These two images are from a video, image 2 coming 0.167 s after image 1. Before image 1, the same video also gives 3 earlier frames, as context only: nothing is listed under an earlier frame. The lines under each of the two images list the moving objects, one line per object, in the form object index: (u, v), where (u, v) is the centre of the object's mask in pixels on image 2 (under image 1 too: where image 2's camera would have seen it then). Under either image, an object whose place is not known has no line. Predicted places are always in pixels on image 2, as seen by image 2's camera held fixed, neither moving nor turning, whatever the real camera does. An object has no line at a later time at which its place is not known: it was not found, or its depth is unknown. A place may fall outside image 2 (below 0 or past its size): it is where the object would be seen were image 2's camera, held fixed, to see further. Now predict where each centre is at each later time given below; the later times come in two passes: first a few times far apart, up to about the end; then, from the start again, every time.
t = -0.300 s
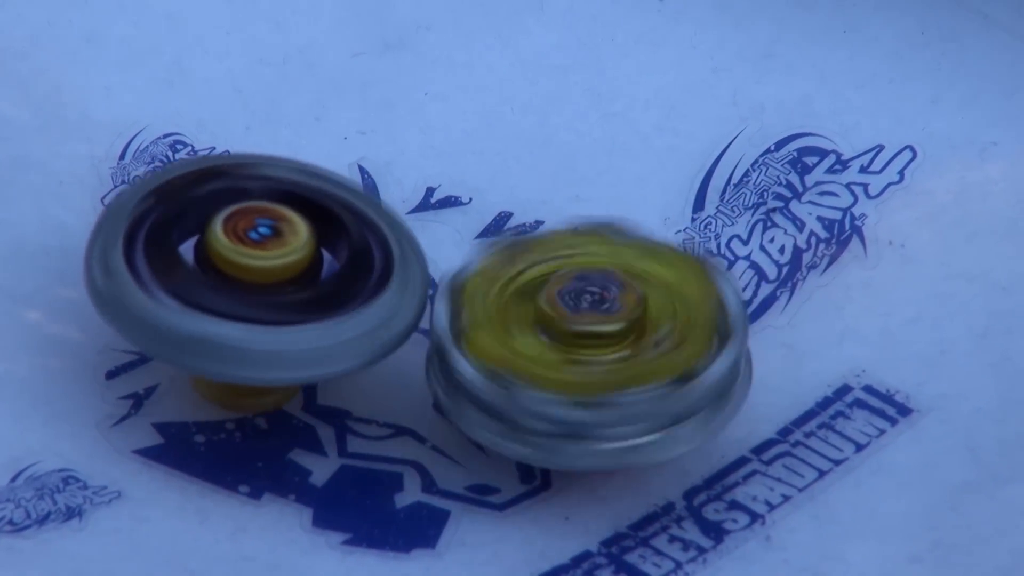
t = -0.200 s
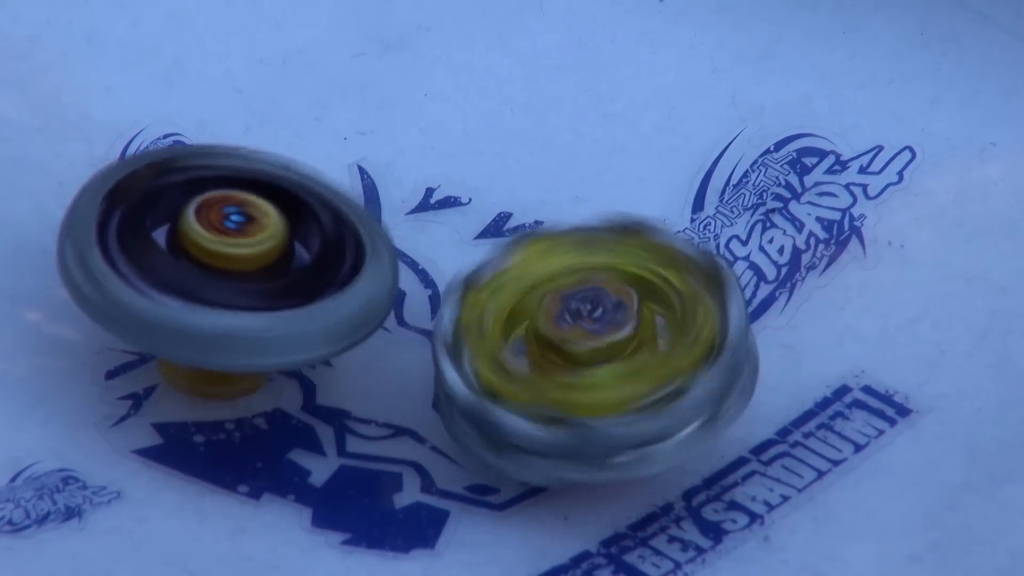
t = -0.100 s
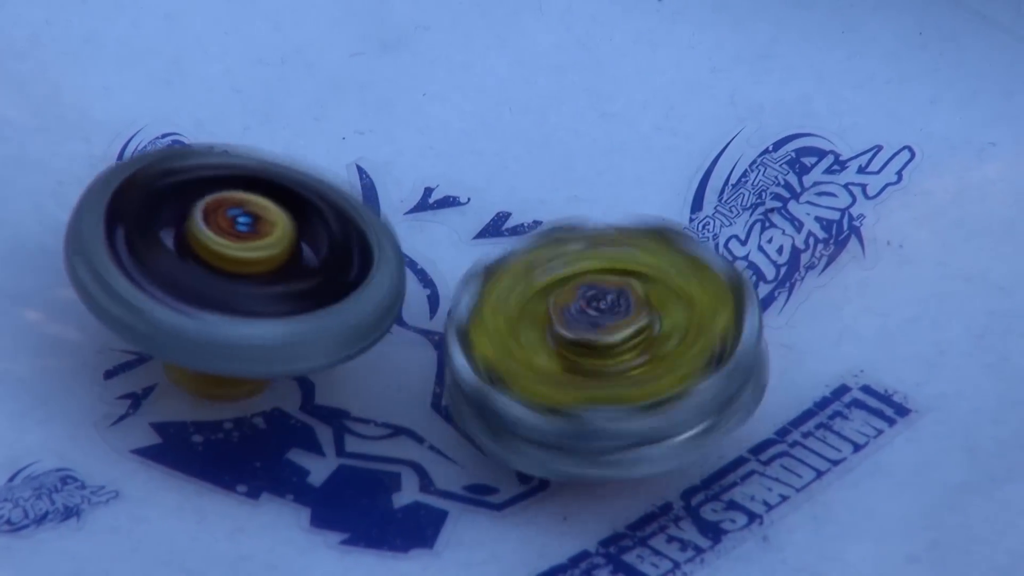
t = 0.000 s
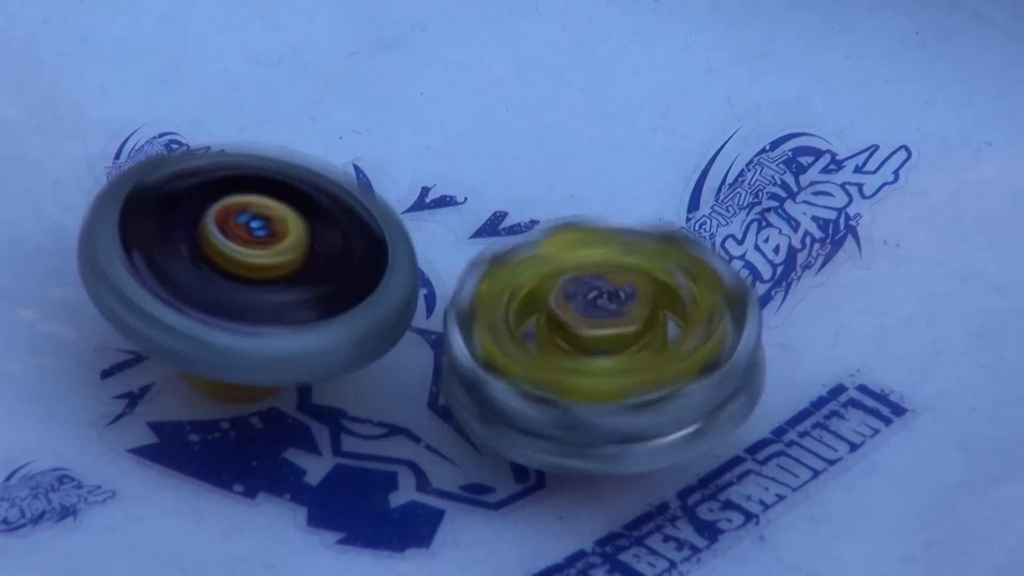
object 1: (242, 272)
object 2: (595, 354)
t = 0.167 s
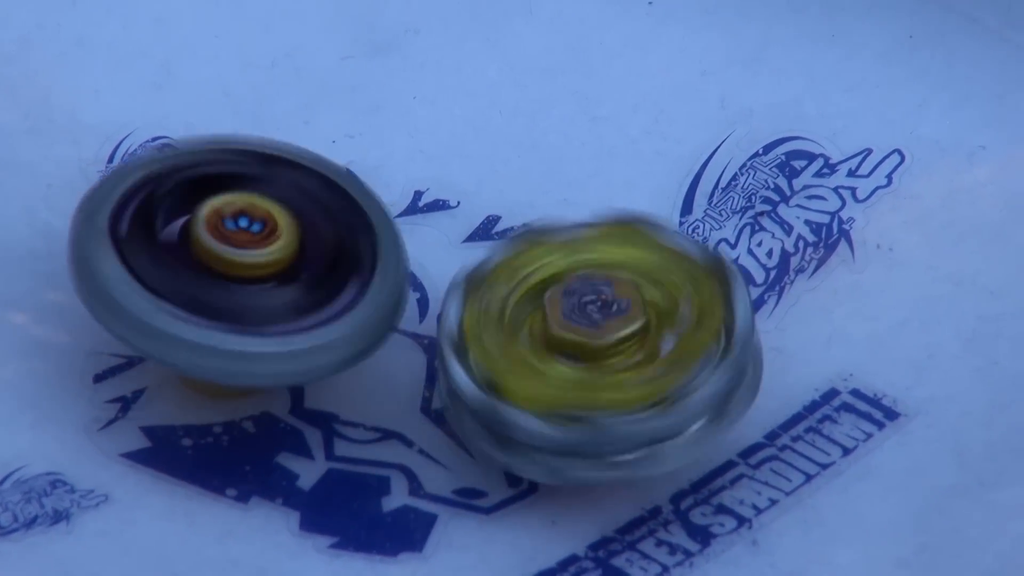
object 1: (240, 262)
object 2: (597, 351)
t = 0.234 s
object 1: (252, 261)
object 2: (613, 347)
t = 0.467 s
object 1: (275, 248)
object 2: (622, 346)
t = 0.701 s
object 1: (308, 243)
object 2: (642, 368)
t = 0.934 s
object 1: (268, 213)
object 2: (675, 406)
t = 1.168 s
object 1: (250, 207)
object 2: (636, 410)
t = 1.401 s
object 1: (265, 229)
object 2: (574, 355)
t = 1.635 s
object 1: (219, 206)
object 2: (584, 317)
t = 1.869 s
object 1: (238, 232)
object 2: (599, 294)
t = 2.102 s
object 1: (256, 257)
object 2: (597, 295)
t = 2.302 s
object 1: (243, 272)
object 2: (596, 299)
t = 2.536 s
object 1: (226, 289)
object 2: (595, 318)
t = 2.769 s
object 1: (228, 297)
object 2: (566, 315)
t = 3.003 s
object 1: (247, 300)
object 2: (602, 321)
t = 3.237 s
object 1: (262, 297)
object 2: (603, 312)
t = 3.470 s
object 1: (273, 301)
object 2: (608, 323)
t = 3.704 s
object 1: (229, 275)
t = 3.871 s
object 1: (268, 282)
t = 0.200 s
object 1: (245, 261)
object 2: (602, 343)
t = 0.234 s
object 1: (252, 261)
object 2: (613, 347)
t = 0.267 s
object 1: (260, 261)
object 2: (607, 347)
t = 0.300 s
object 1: (268, 261)
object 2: (604, 340)
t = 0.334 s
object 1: (277, 261)
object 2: (611, 338)
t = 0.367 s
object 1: (286, 261)
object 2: (610, 341)
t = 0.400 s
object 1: (280, 257)
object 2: (618, 349)
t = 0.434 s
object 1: (270, 250)
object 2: (617, 352)
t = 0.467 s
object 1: (275, 248)
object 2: (622, 346)
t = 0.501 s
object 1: (285, 249)
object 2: (634, 348)
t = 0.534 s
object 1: (294, 250)
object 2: (634, 352)
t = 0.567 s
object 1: (304, 251)
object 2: (632, 352)
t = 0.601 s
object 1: (314, 252)
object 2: (638, 351)
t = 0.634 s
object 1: (316, 250)
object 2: (643, 358)
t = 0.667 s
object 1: (322, 252)
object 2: (638, 363)
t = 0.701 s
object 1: (308, 243)
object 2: (642, 368)
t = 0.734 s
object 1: (307, 242)
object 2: (643, 369)
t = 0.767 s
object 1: (312, 245)
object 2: (648, 371)
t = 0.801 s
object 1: (318, 247)
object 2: (648, 374)
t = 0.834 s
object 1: (325, 249)
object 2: (644, 376)
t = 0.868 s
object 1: (331, 253)
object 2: (638, 376)
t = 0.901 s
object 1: (308, 237)
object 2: (666, 391)
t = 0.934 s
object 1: (268, 213)
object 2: (675, 406)
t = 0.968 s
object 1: (246, 198)
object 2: (671, 416)
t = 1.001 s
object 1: (238, 191)
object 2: (668, 417)
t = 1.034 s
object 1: (238, 191)
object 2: (665, 417)
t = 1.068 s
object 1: (240, 193)
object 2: (662, 418)
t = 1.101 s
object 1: (242, 196)
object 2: (657, 418)
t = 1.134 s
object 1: (245, 201)
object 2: (646, 417)
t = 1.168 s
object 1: (250, 207)
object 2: (636, 410)
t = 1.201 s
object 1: (256, 211)
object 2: (627, 406)
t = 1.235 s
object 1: (260, 214)
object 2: (620, 401)
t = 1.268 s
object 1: (264, 217)
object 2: (614, 394)
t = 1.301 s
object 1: (267, 221)
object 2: (602, 386)
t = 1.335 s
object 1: (270, 226)
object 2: (591, 375)
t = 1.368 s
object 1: (275, 232)
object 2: (576, 360)
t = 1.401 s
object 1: (265, 229)
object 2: (574, 355)
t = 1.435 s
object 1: (262, 226)
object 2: (569, 349)
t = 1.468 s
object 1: (262, 227)
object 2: (567, 341)
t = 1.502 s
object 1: (235, 216)
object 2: (581, 342)
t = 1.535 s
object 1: (220, 205)
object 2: (580, 340)
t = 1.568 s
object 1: (217, 202)
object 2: (577, 333)
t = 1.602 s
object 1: (219, 204)
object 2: (579, 324)
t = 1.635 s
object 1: (219, 206)
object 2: (584, 317)
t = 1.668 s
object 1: (221, 210)
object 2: (590, 311)
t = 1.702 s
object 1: (224, 214)
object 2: (593, 309)
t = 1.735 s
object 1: (227, 216)
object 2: (593, 304)
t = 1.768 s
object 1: (229, 219)
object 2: (596, 298)
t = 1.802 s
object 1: (230, 222)
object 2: (600, 296)
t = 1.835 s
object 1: (233, 227)
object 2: (601, 296)
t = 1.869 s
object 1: (238, 232)
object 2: (599, 294)
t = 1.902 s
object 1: (243, 235)
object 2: (598, 290)
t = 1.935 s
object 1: (248, 239)
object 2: (597, 288)
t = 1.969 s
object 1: (252, 245)
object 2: (598, 286)
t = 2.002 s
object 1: (258, 250)
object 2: (598, 287)
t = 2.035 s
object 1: (265, 252)
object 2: (596, 288)
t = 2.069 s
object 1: (256, 253)
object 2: (602, 293)
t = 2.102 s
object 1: (256, 257)
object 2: (597, 295)
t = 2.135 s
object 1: (252, 261)
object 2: (592, 295)
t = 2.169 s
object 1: (243, 261)
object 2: (591, 296)
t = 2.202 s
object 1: (245, 263)
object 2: (588, 295)
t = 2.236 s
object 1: (247, 265)
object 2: (589, 293)
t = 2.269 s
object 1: (250, 270)
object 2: (589, 295)
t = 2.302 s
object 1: (243, 272)
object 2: (596, 299)
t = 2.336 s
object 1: (216, 269)
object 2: (606, 313)
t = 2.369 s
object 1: (205, 270)
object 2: (598, 322)
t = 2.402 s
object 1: (205, 276)
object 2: (586, 323)
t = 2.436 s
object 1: (212, 280)
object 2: (584, 317)
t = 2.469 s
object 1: (218, 282)
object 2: (589, 311)
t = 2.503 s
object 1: (220, 284)
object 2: (597, 314)
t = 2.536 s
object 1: (226, 289)
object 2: (595, 318)
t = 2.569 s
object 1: (233, 291)
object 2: (583, 319)
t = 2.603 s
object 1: (238, 292)
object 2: (573, 314)
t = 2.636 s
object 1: (218, 292)
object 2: (590, 314)
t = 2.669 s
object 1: (216, 292)
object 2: (599, 324)
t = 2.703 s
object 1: (221, 293)
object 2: (590, 329)
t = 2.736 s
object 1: (222, 294)
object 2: (575, 325)
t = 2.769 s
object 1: (228, 297)
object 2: (566, 315)
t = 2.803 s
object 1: (234, 298)
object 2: (571, 305)
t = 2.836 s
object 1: (236, 298)
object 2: (584, 302)
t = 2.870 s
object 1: (242, 302)
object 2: (591, 309)
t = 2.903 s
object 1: (251, 302)
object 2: (584, 315)
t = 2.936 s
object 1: (243, 300)
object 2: (589, 319)
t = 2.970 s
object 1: (238, 299)
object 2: (600, 320)
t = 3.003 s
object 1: (247, 300)
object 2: (602, 321)
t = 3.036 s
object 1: (251, 300)
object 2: (599, 319)
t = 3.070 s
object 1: (256, 302)
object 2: (598, 315)
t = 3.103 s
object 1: (267, 304)
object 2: (596, 310)
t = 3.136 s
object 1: (267, 301)
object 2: (603, 307)
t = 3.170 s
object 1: (256, 299)
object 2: (607, 309)
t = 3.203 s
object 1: (262, 299)
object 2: (604, 312)
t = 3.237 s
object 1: (262, 297)
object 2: (603, 312)
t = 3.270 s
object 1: (251, 296)
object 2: (611, 312)
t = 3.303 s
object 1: (258, 297)
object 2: (614, 316)
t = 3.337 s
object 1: (263, 296)
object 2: (611, 320)
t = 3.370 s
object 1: (268, 300)
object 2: (604, 319)
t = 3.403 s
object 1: (268, 298)
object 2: (609, 319)
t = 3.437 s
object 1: (268, 297)
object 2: (612, 321)
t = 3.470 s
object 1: (273, 301)
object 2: (608, 323)
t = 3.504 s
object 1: (274, 297)
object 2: (610, 326)
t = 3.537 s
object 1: (271, 296)
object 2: (611, 331)
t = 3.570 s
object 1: (252, 291)
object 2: (632, 339)
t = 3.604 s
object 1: (229, 279)
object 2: (652, 349)
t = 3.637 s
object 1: (219, 277)
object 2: (675, 356)
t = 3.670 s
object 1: (226, 275)
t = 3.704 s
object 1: (229, 275)
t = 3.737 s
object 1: (239, 278)
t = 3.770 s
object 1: (244, 276)
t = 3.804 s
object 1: (250, 281)
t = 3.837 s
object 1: (261, 280)
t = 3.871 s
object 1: (268, 282)
